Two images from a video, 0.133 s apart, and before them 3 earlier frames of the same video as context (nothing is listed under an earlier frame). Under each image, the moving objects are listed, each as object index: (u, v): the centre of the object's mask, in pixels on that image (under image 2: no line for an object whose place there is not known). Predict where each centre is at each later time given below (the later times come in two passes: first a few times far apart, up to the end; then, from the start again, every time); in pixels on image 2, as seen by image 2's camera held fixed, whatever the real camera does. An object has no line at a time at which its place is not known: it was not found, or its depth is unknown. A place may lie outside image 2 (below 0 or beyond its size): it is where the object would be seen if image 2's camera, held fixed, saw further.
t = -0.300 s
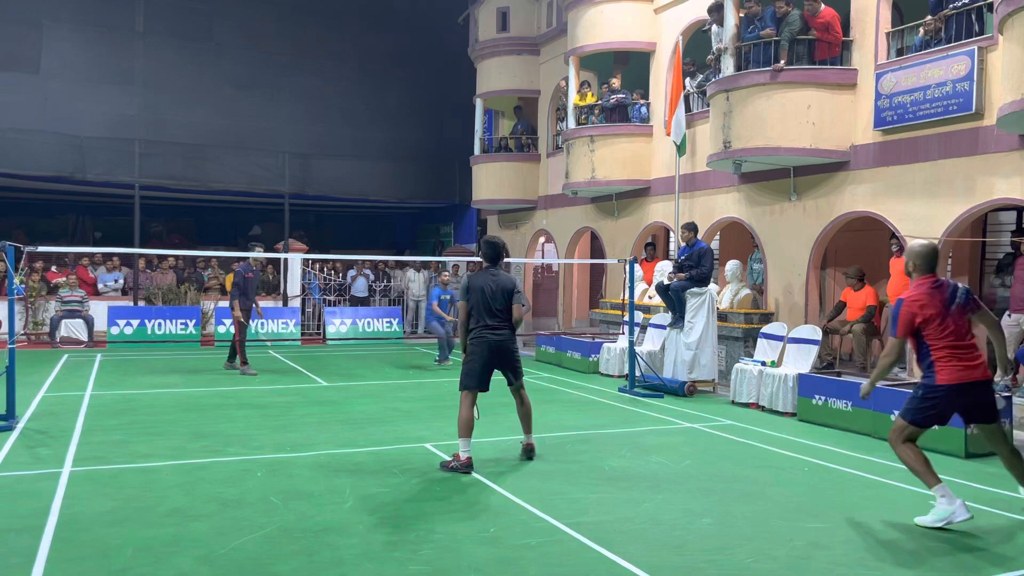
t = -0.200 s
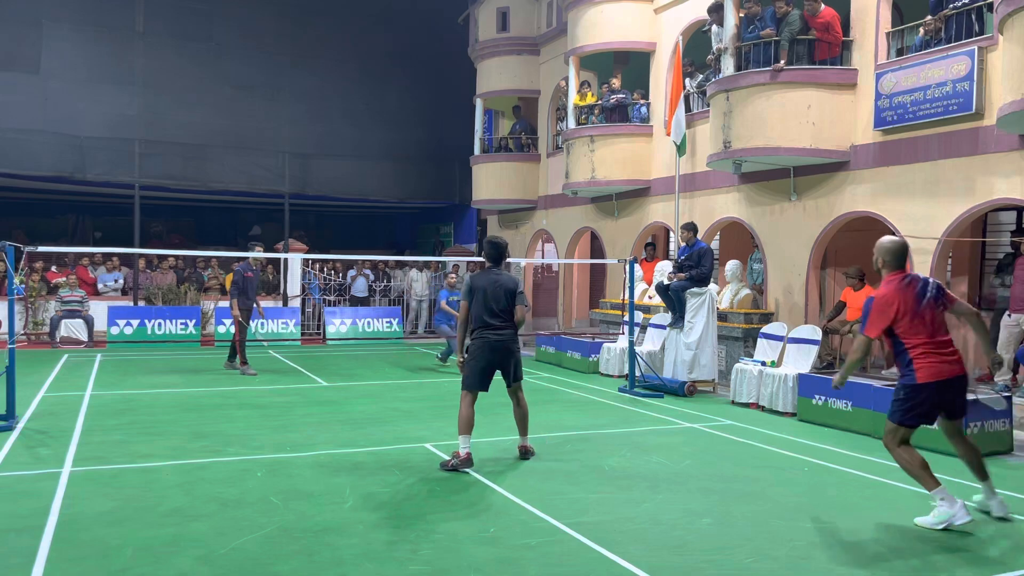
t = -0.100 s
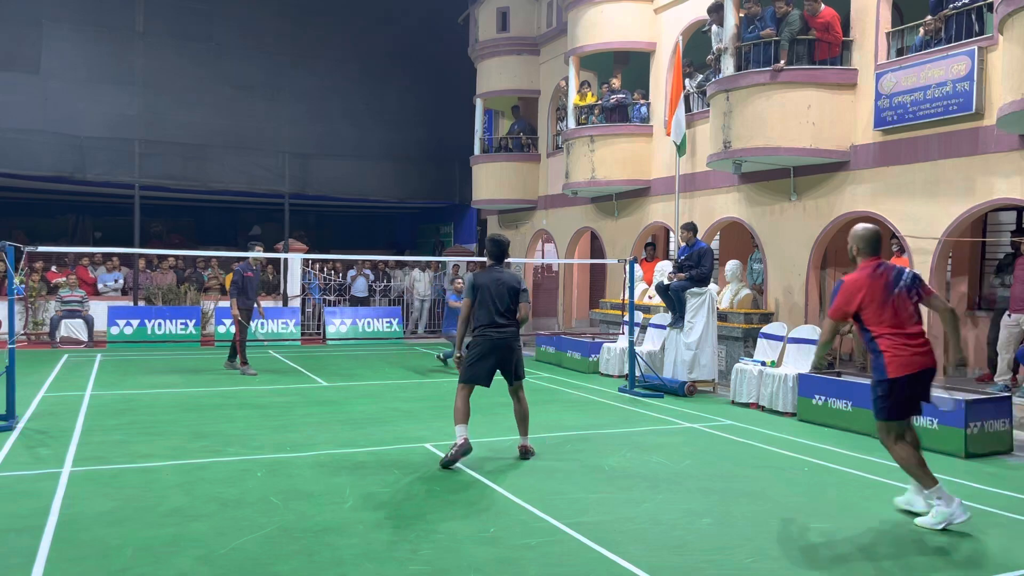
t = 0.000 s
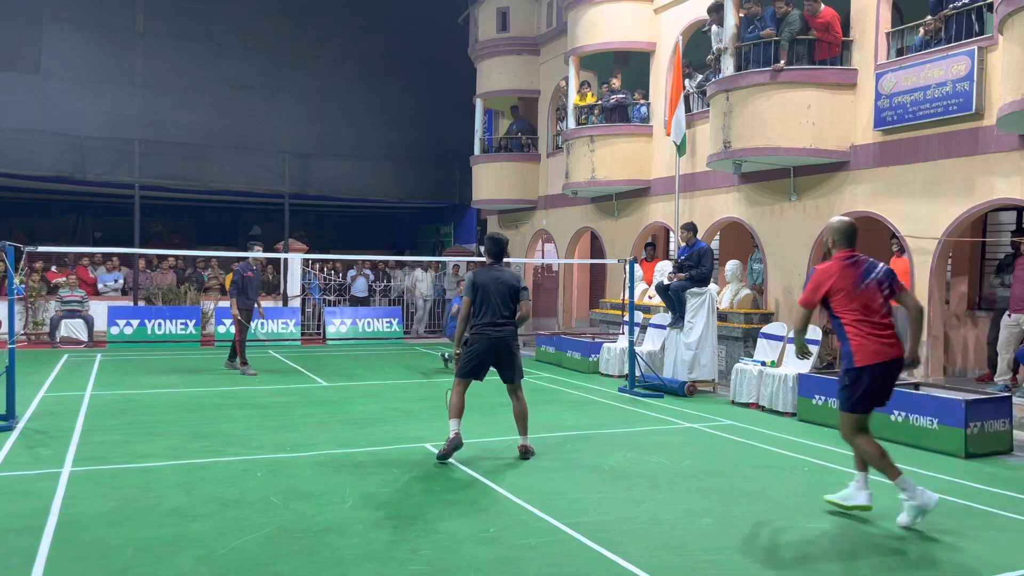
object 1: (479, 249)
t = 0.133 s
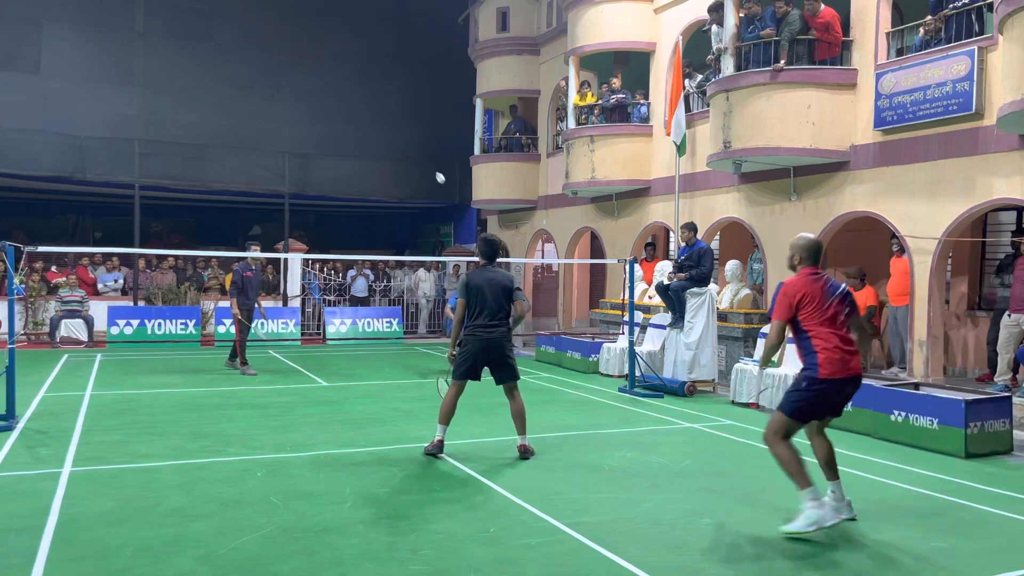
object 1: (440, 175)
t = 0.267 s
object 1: (398, 124)
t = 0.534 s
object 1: (308, 81)
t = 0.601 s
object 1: (282, 87)
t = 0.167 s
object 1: (429, 162)
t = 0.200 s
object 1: (419, 148)
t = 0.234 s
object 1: (408, 135)
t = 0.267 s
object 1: (398, 124)
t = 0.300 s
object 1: (387, 113)
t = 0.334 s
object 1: (377, 104)
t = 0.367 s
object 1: (366, 97)
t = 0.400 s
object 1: (355, 91)
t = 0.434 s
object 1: (343, 86)
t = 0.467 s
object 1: (332, 83)
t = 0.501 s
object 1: (320, 81)
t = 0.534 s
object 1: (308, 81)
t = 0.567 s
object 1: (296, 83)
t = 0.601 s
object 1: (282, 87)
